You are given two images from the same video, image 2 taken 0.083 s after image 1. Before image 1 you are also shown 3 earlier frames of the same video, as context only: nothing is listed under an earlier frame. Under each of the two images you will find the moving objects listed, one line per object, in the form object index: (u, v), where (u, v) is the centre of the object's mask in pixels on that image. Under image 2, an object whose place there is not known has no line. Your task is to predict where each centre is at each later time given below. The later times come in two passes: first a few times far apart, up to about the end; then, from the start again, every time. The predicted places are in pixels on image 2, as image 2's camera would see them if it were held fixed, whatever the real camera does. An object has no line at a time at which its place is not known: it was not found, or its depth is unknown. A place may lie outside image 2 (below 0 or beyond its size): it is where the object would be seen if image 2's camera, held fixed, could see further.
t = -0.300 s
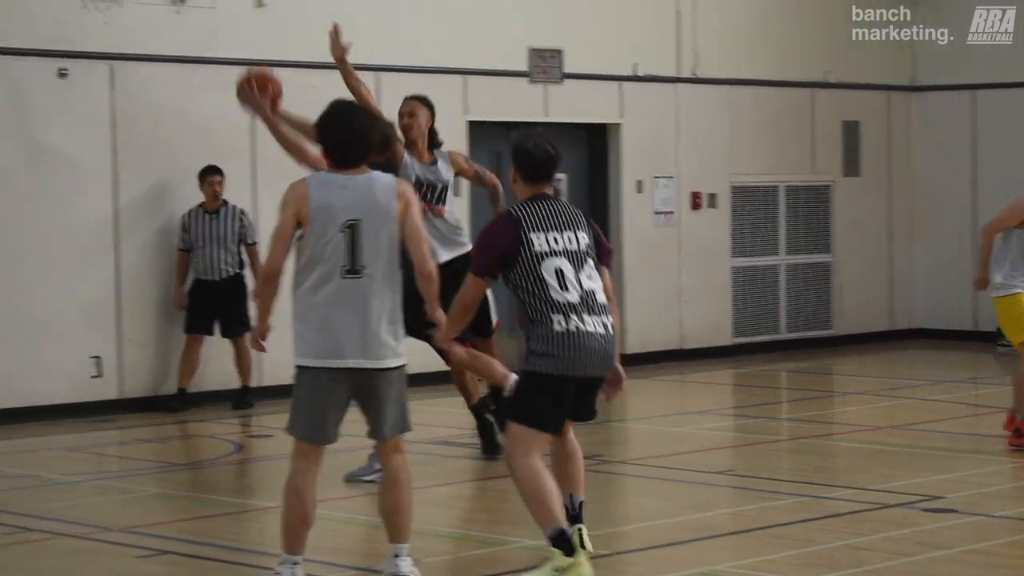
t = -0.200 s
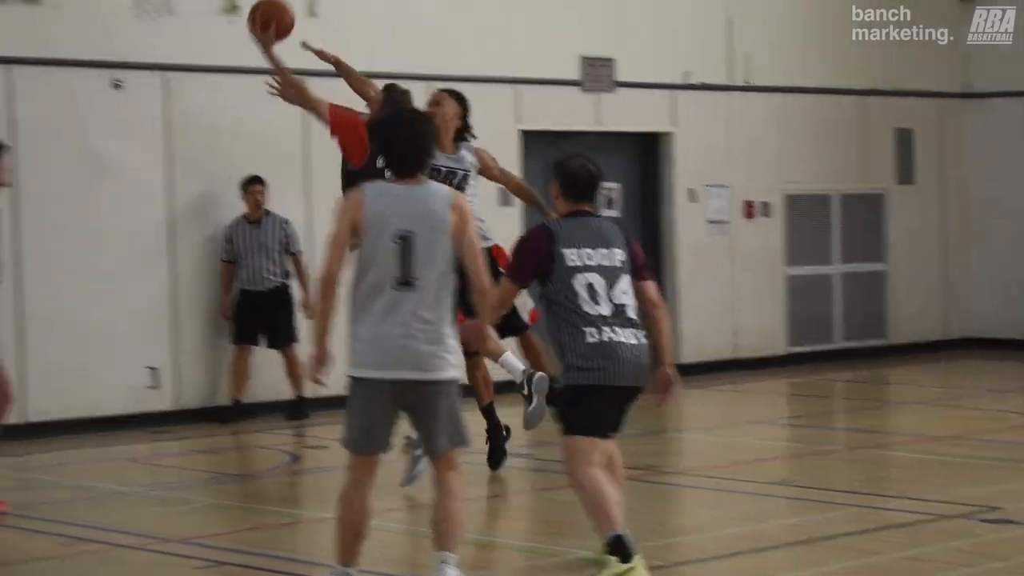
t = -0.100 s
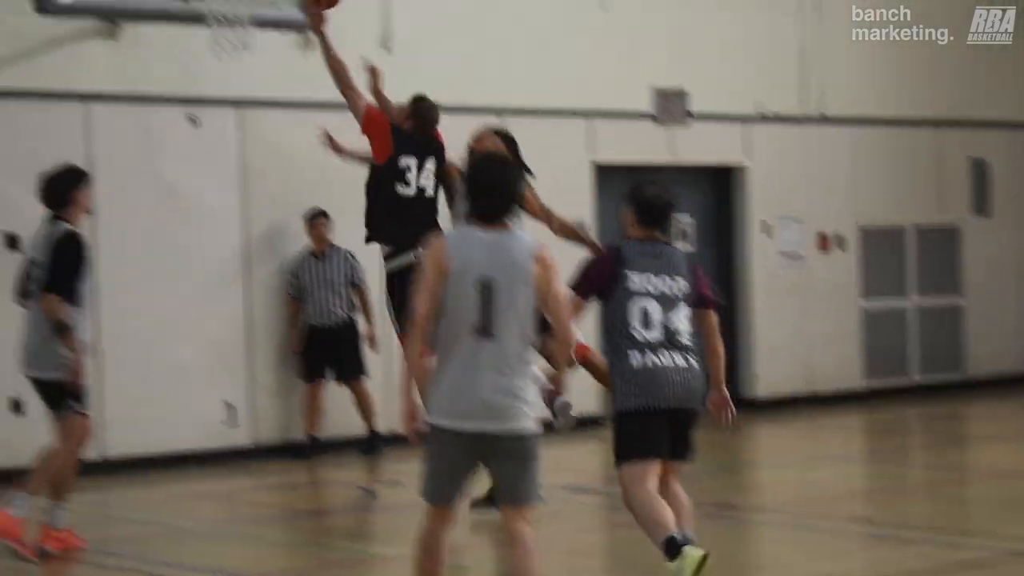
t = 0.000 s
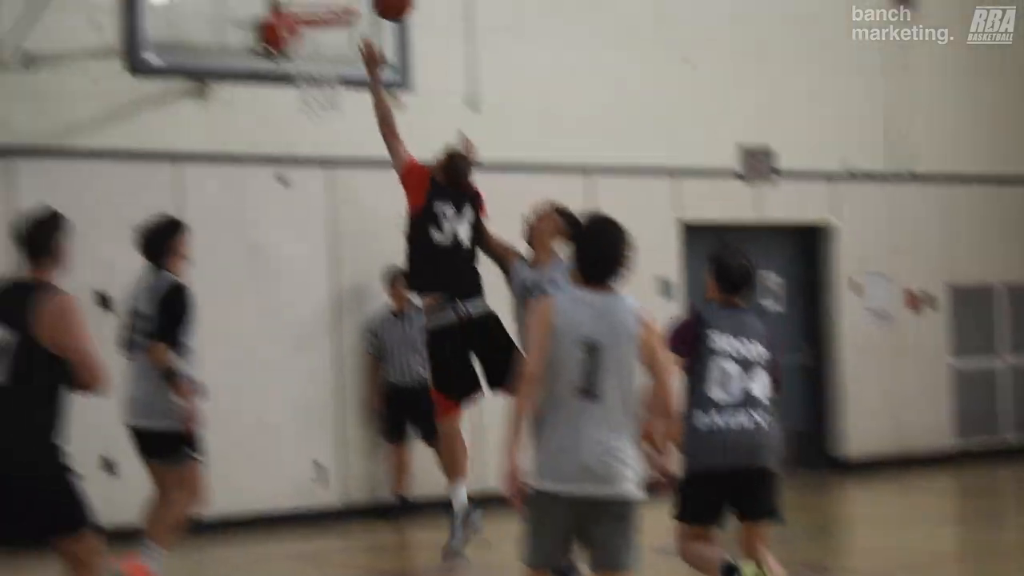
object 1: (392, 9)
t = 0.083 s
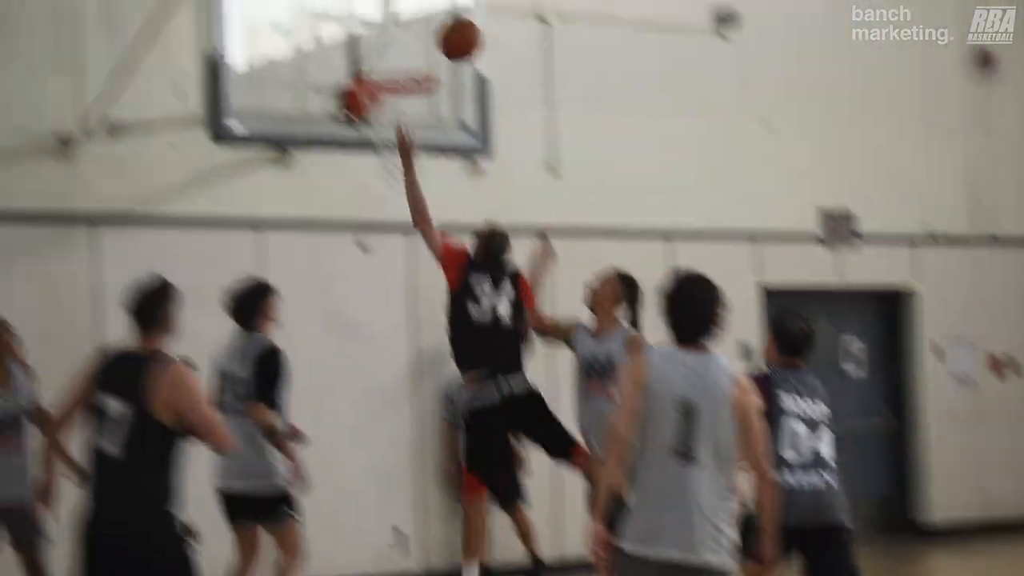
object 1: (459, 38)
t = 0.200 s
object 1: (447, 27)
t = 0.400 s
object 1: (421, 60)
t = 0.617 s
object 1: (384, 151)
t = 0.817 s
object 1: (367, 270)
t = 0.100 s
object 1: (456, 34)
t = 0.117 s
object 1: (454, 32)
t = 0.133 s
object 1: (453, 30)
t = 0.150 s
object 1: (452, 29)
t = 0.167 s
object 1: (450, 28)
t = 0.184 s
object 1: (448, 27)
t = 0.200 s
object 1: (447, 27)
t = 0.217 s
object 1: (445, 27)
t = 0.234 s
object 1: (442, 28)
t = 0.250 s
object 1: (440, 30)
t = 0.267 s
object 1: (438, 31)
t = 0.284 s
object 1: (436, 34)
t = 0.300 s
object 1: (434, 37)
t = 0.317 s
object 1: (432, 40)
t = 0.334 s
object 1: (430, 44)
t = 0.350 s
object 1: (427, 48)
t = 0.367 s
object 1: (425, 53)
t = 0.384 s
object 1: (423, 57)
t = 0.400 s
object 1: (421, 60)
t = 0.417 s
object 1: (419, 63)
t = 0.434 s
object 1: (416, 67)
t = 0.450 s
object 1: (414, 84)
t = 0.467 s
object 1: (412, 89)
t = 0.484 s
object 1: (409, 94)
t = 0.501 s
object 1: (407, 99)
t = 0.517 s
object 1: (403, 107)
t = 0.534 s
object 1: (400, 113)
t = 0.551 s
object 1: (397, 119)
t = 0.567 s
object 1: (392, 127)
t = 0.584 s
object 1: (391, 134)
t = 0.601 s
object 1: (387, 142)
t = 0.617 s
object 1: (384, 151)
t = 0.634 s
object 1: (381, 157)
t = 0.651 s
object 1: (380, 163)
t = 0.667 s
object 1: (376, 176)
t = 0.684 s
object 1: (375, 182)
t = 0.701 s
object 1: (374, 191)
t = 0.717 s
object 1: (374, 200)
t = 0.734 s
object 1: (372, 211)
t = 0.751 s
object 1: (370, 221)
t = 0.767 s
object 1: (367, 233)
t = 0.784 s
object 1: (366, 245)
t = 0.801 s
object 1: (365, 258)
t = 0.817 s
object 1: (367, 270)
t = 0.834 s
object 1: (359, 283)
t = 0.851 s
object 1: (358, 297)
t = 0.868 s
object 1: (356, 312)
